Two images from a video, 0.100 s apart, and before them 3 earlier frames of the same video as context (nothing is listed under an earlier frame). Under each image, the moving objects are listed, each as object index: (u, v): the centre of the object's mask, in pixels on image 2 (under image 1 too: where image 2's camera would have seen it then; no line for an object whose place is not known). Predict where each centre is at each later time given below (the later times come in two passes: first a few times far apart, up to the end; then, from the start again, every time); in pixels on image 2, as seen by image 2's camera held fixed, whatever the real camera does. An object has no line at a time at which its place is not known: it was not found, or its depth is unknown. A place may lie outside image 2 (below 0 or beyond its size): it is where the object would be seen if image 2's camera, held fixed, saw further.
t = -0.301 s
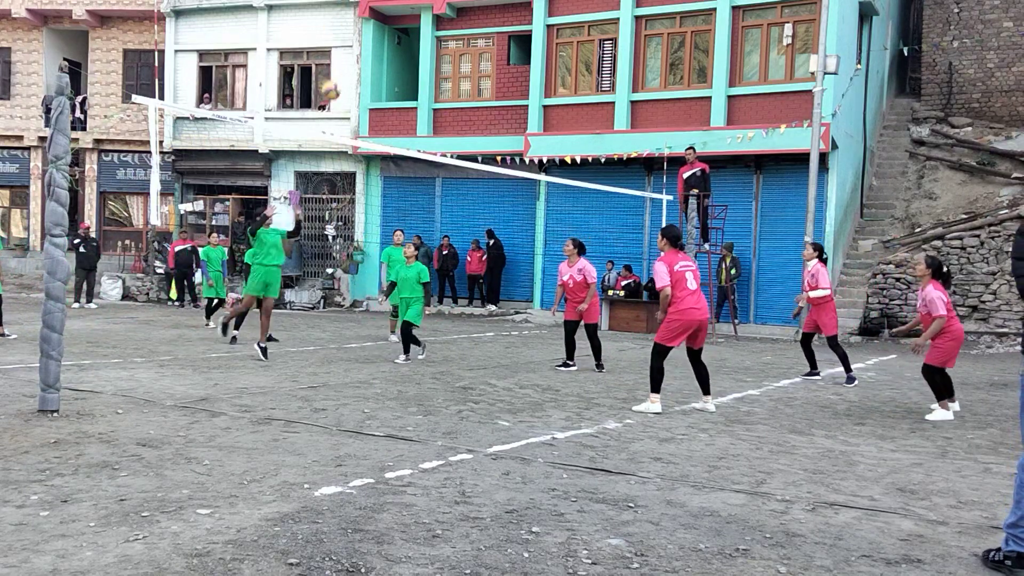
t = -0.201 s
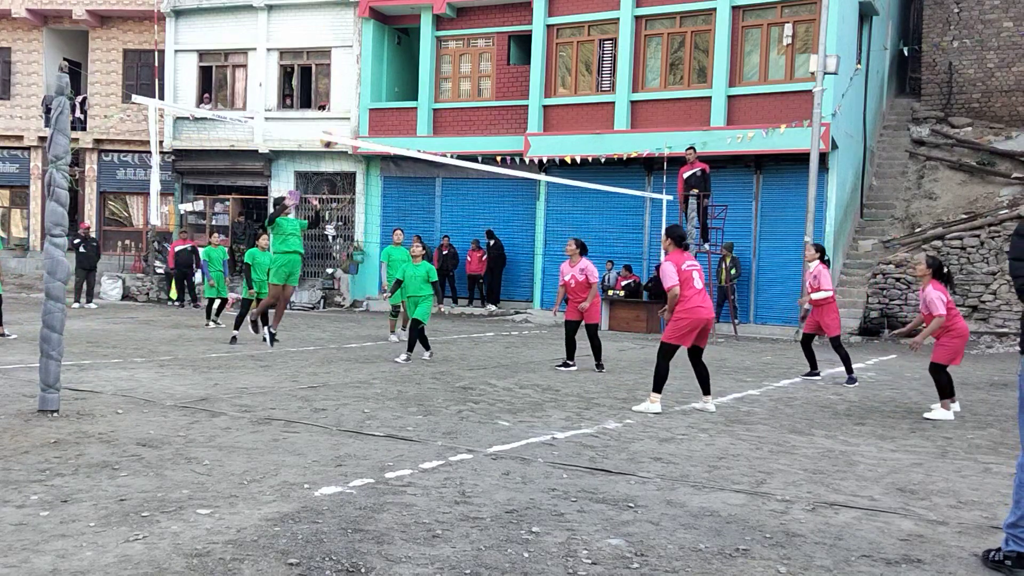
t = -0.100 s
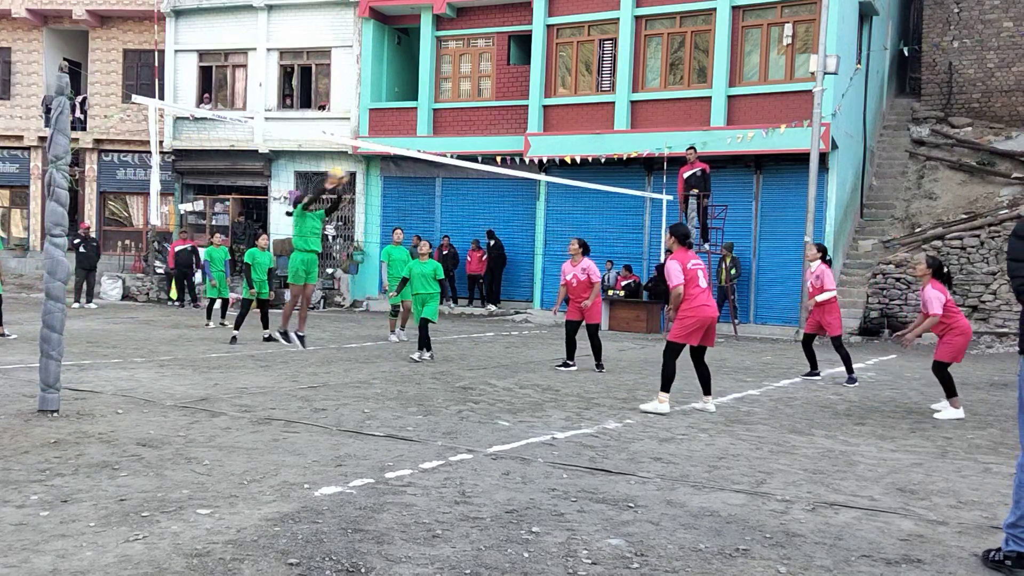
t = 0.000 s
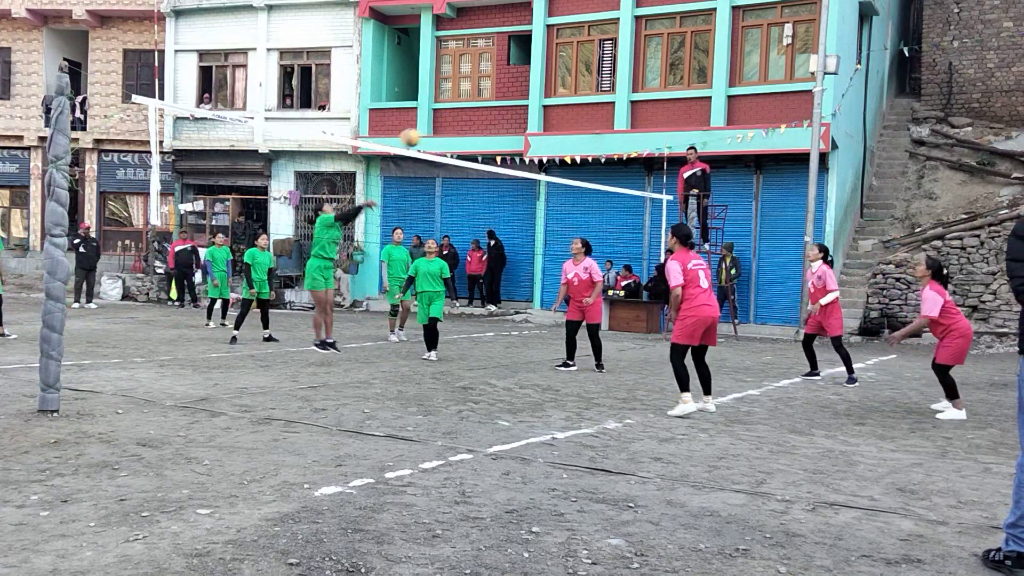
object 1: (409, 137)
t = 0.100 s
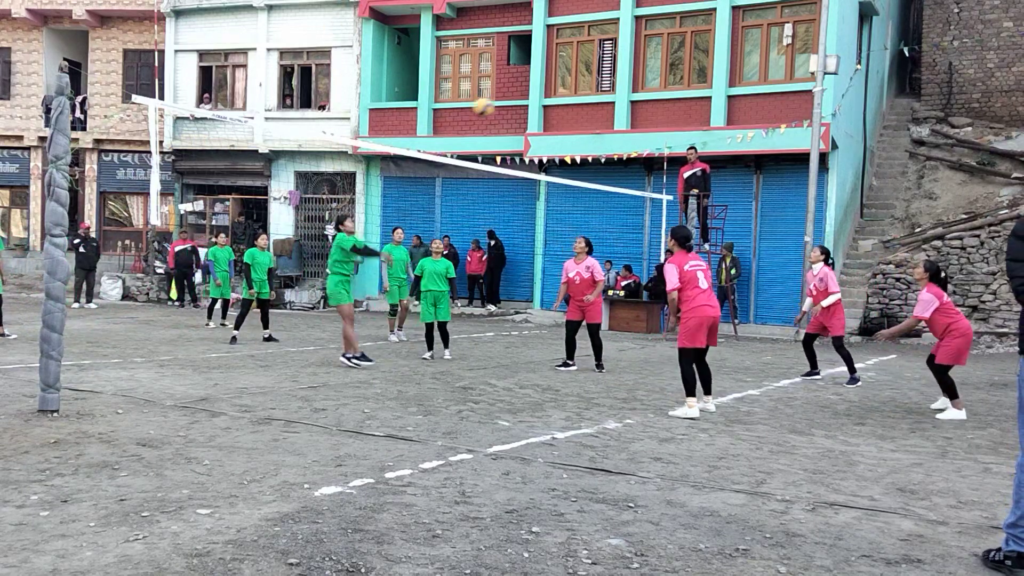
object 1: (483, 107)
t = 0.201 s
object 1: (559, 85)
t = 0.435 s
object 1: (740, 75)
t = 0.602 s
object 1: (876, 104)
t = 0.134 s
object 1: (508, 98)
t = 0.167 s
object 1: (534, 92)
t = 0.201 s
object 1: (559, 85)
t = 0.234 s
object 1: (586, 80)
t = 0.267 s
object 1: (611, 77)
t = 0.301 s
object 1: (637, 74)
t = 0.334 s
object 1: (662, 73)
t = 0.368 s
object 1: (687, 73)
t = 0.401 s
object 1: (713, 74)
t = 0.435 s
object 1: (740, 75)
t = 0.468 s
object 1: (766, 78)
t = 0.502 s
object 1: (794, 82)
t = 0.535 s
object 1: (820, 88)
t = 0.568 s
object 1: (848, 96)
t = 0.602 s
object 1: (876, 104)
